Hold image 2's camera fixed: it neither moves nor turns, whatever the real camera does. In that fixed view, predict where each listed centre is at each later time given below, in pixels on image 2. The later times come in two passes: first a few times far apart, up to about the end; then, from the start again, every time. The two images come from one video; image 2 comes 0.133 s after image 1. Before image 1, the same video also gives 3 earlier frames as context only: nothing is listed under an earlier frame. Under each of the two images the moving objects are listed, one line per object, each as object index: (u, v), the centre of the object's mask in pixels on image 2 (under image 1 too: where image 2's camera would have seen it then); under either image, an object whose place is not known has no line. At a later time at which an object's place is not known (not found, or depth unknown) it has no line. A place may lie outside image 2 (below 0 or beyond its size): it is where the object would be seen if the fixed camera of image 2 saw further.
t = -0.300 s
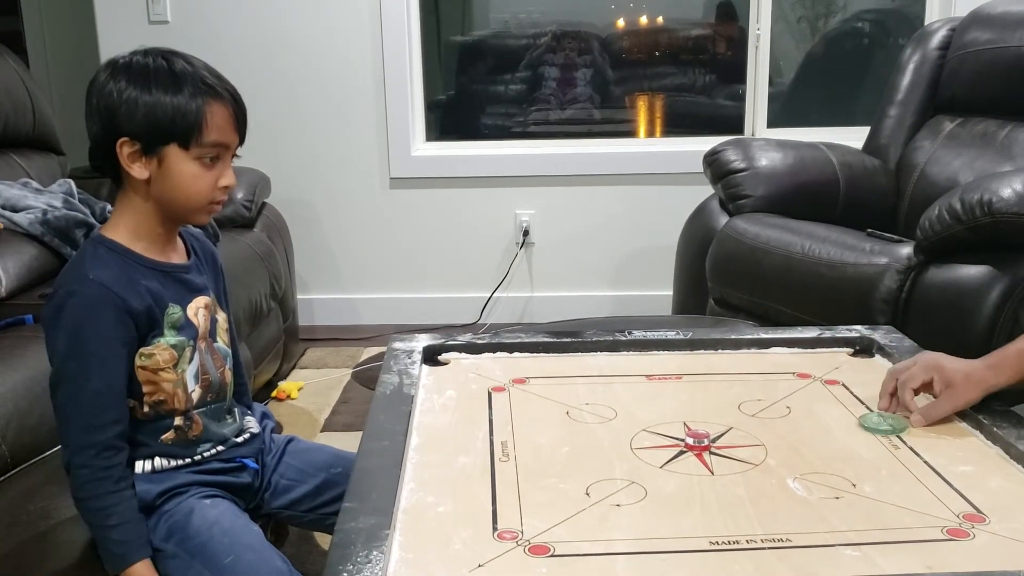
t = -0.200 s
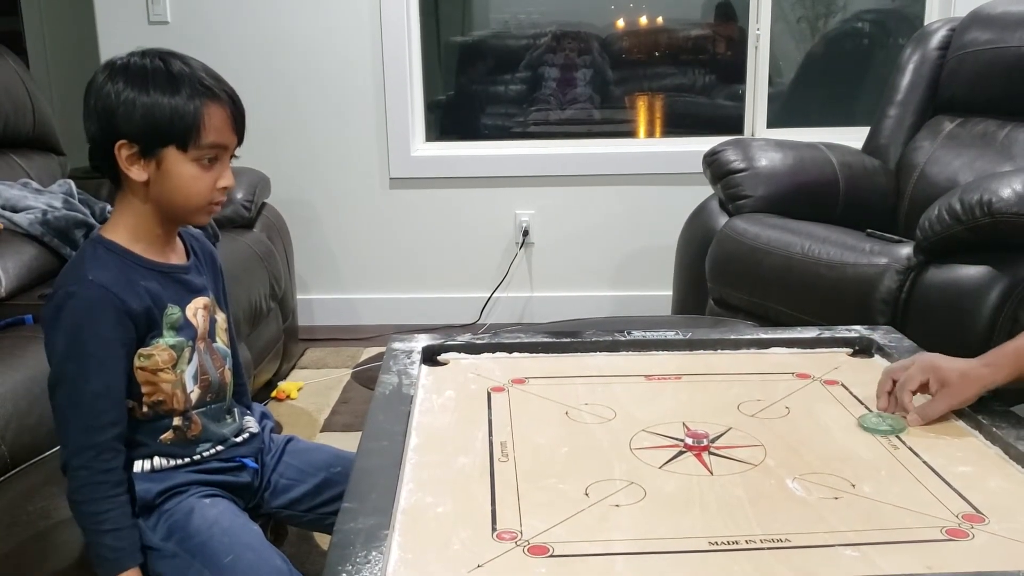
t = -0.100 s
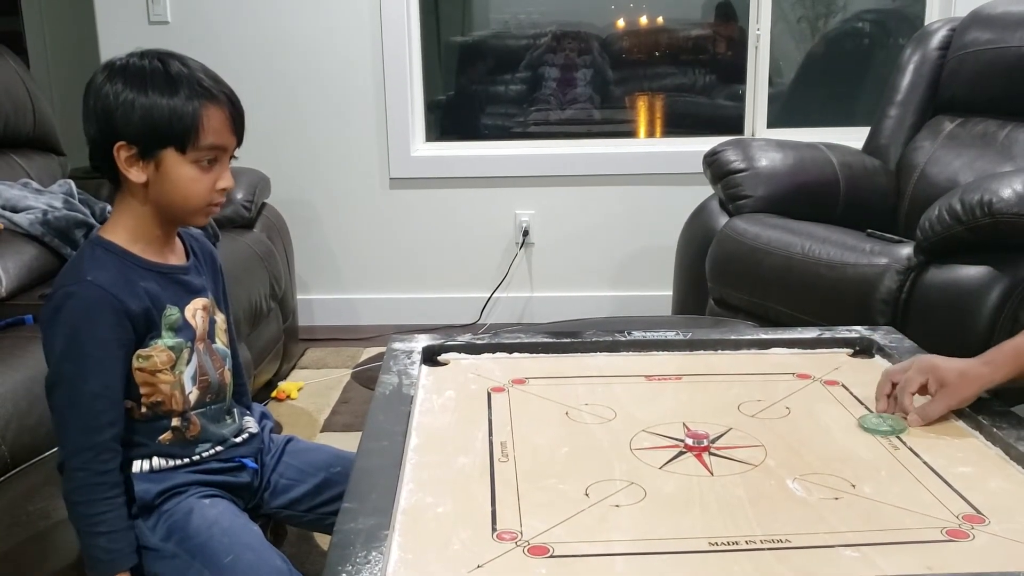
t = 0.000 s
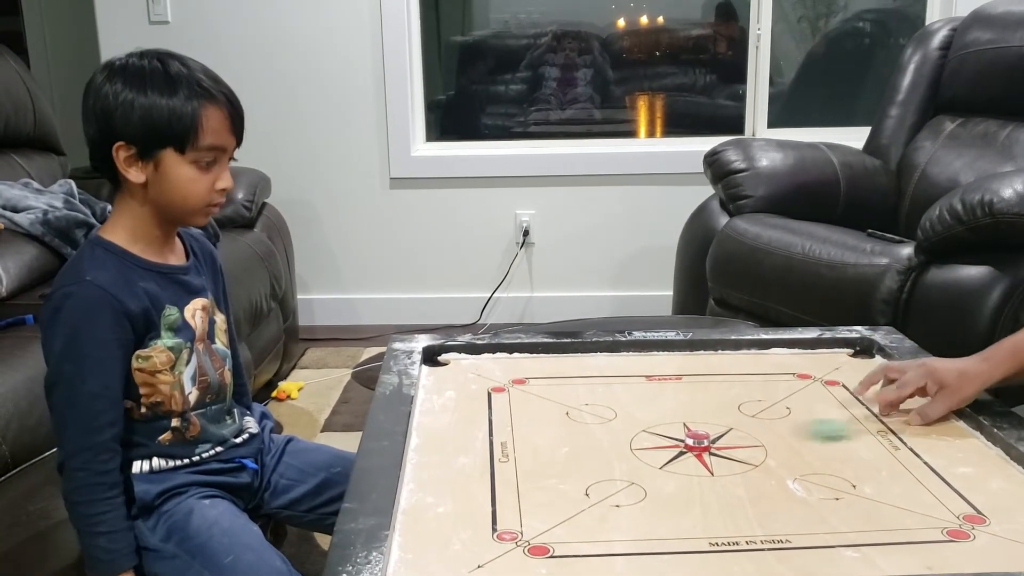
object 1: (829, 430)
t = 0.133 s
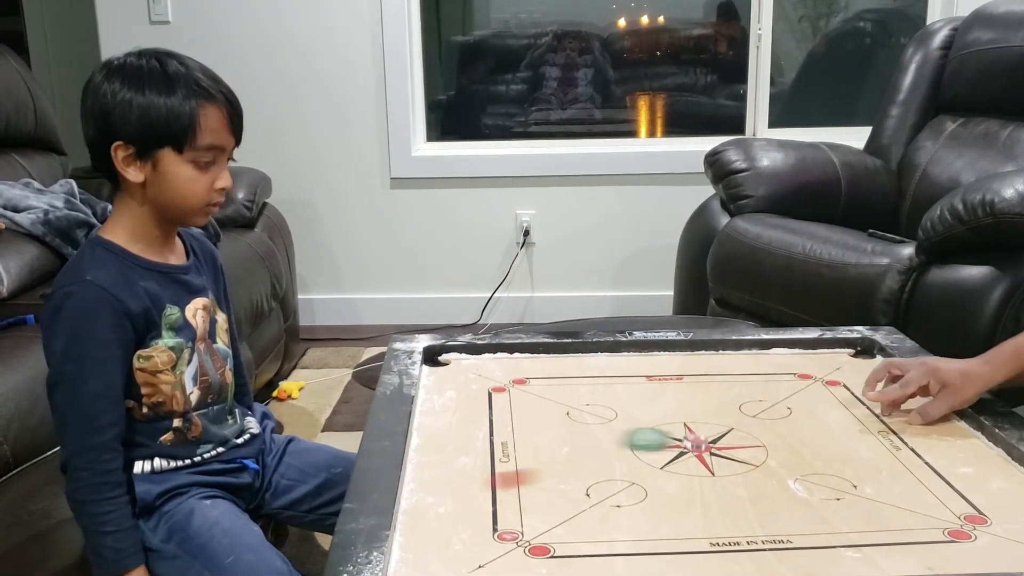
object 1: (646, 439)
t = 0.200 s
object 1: (583, 440)
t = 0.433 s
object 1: (439, 439)
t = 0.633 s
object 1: (448, 438)
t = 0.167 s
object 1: (613, 439)
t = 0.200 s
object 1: (583, 440)
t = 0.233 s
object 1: (555, 440)
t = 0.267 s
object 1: (528, 440)
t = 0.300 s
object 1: (502, 439)
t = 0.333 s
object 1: (476, 440)
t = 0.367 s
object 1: (454, 439)
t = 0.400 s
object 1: (435, 439)
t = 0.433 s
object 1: (439, 439)
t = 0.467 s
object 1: (443, 438)
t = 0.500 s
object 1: (446, 438)
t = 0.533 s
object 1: (447, 438)
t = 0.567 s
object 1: (448, 438)
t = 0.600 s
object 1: (448, 438)
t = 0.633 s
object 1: (448, 438)
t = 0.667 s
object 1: (448, 438)
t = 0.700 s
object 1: (448, 438)
